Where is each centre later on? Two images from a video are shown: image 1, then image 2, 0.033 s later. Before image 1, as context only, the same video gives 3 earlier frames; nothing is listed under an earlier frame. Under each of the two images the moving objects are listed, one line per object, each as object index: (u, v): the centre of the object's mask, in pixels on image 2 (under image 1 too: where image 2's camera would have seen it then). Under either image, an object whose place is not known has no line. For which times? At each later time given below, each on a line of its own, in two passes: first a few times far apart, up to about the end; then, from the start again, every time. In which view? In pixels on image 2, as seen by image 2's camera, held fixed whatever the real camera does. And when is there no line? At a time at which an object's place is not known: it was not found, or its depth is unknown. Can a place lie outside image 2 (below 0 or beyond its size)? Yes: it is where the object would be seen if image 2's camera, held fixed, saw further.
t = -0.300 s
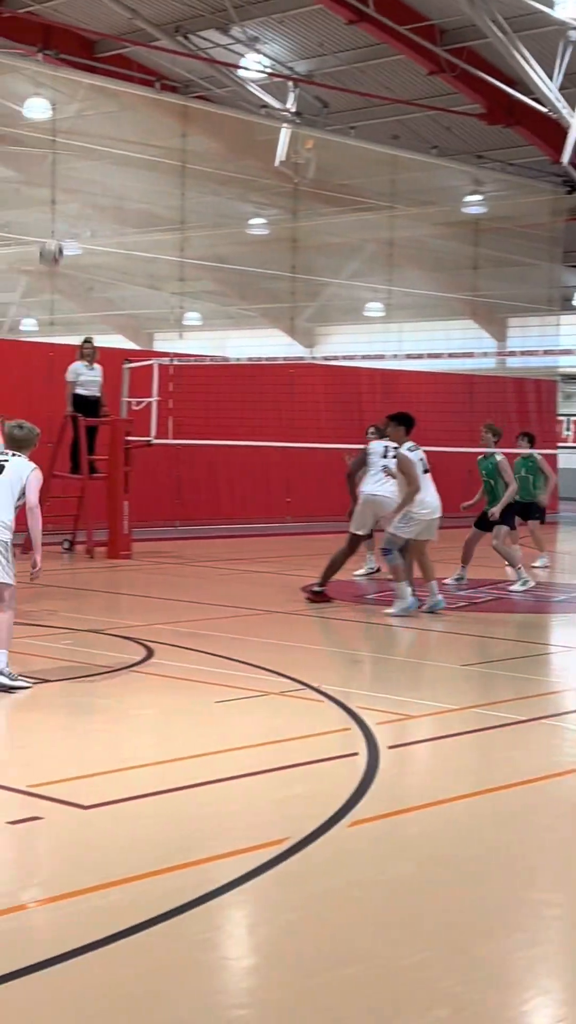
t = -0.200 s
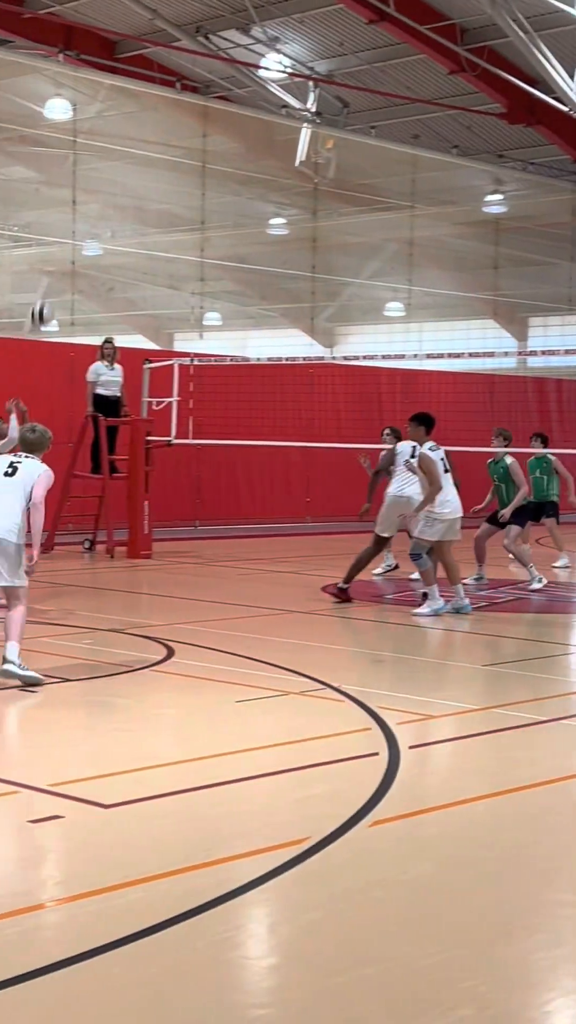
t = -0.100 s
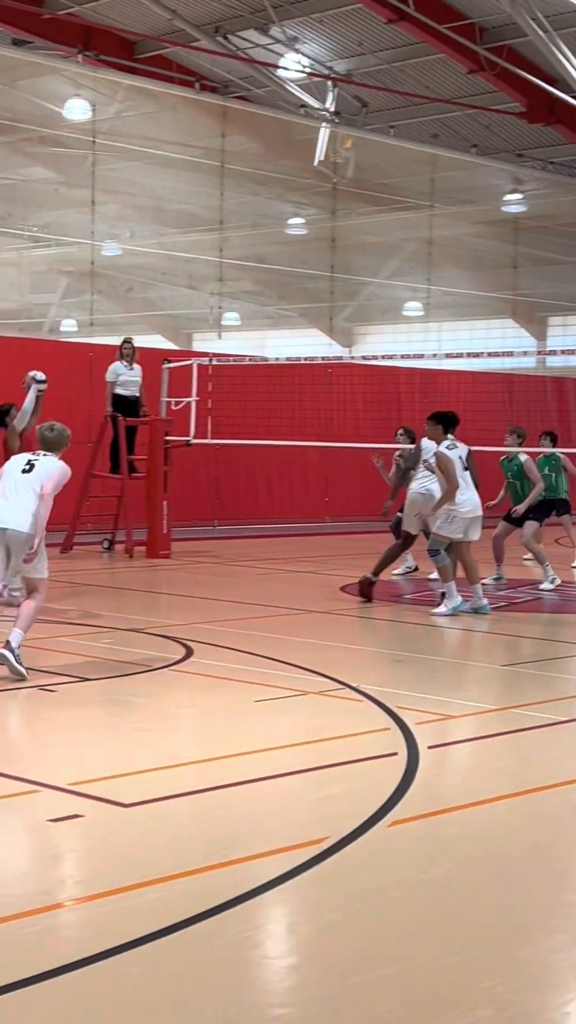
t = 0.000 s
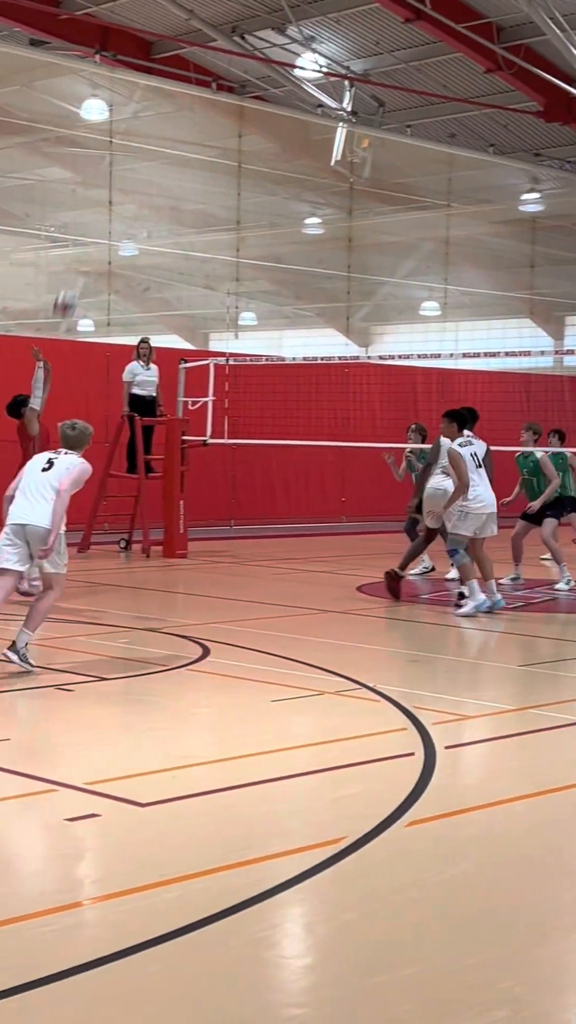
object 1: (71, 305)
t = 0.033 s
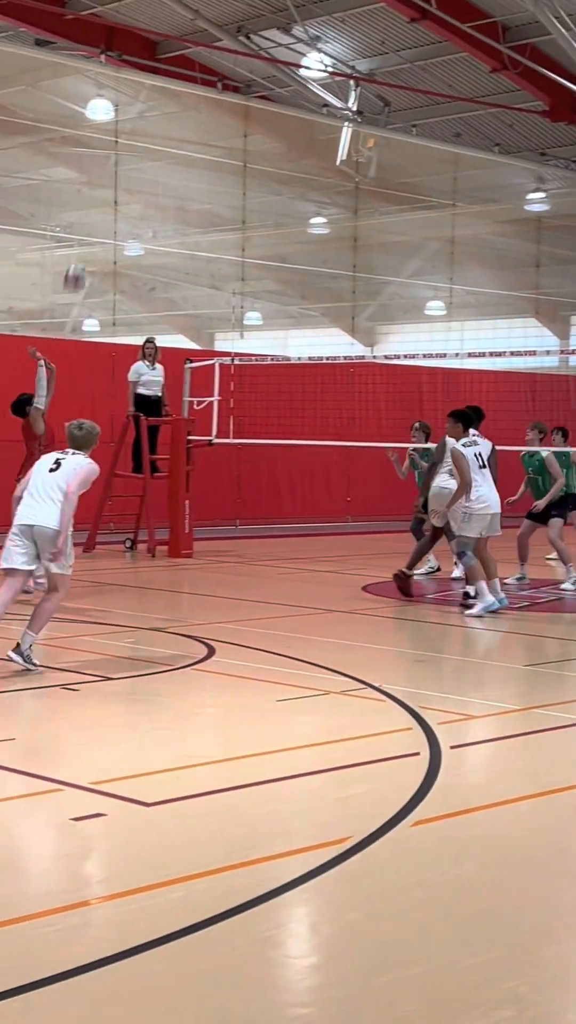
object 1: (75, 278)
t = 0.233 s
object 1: (107, 148)
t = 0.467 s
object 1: (136, 61)
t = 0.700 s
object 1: (164, 40)
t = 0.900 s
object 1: (186, 65)
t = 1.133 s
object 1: (209, 144)
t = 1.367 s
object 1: (226, 266)
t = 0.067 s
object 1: (80, 252)
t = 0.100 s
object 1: (85, 226)
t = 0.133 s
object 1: (90, 204)
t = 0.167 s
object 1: (96, 184)
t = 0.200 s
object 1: (101, 164)
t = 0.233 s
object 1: (107, 148)
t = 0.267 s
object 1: (110, 131)
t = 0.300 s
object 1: (116, 116)
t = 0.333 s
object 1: (119, 102)
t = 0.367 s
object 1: (124, 90)
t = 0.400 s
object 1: (128, 79)
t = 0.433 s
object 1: (133, 70)
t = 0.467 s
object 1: (136, 61)
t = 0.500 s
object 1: (140, 55)
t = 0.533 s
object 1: (145, 49)
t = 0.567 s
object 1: (148, 45)
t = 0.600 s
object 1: (152, 42)
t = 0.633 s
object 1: (156, 40)
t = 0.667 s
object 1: (160, 39)
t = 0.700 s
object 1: (164, 40)
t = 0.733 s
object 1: (168, 41)
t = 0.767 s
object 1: (172, 44)
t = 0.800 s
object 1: (175, 48)
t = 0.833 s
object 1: (179, 52)
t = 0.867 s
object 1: (183, 58)
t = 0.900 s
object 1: (186, 65)
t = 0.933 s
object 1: (189, 73)
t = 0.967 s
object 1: (193, 82)
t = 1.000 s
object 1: (196, 92)
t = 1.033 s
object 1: (199, 104)
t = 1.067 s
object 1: (203, 116)
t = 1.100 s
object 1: (205, 130)
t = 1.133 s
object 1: (209, 144)
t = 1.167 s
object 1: (211, 159)
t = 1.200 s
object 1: (214, 174)
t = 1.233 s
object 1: (216, 191)
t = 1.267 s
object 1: (219, 209)
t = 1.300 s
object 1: (221, 228)
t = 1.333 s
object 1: (223, 245)
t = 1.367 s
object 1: (226, 266)
